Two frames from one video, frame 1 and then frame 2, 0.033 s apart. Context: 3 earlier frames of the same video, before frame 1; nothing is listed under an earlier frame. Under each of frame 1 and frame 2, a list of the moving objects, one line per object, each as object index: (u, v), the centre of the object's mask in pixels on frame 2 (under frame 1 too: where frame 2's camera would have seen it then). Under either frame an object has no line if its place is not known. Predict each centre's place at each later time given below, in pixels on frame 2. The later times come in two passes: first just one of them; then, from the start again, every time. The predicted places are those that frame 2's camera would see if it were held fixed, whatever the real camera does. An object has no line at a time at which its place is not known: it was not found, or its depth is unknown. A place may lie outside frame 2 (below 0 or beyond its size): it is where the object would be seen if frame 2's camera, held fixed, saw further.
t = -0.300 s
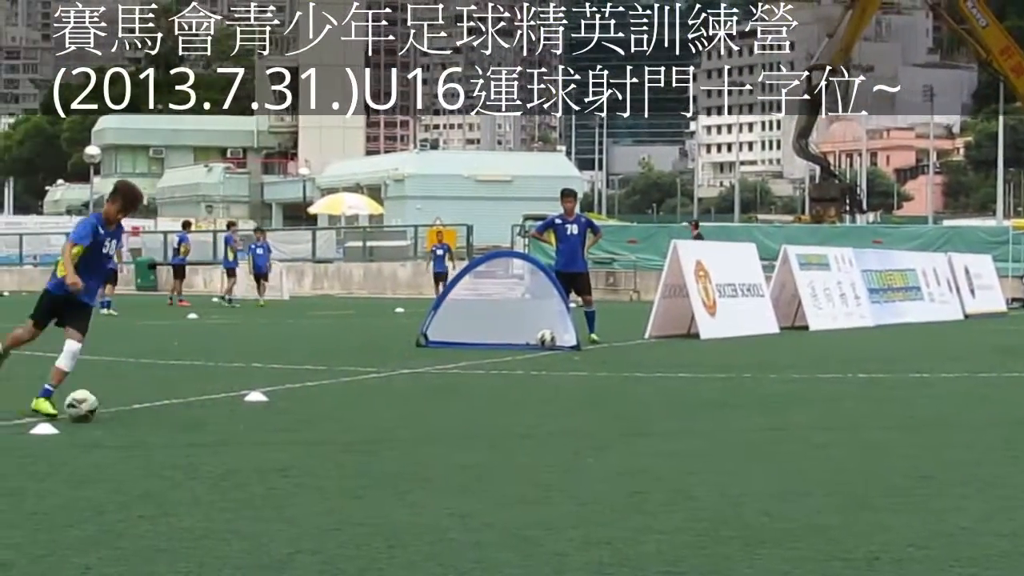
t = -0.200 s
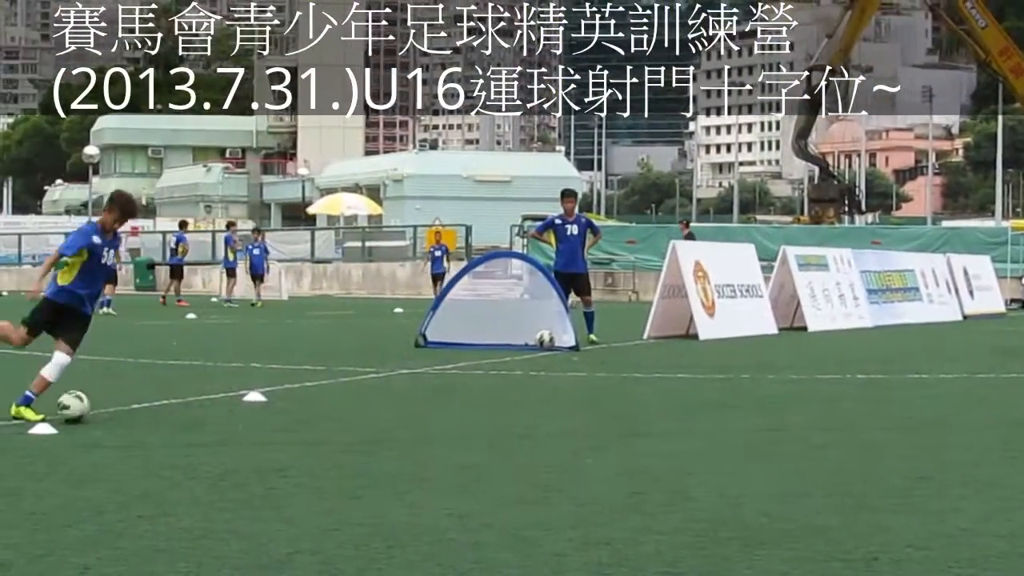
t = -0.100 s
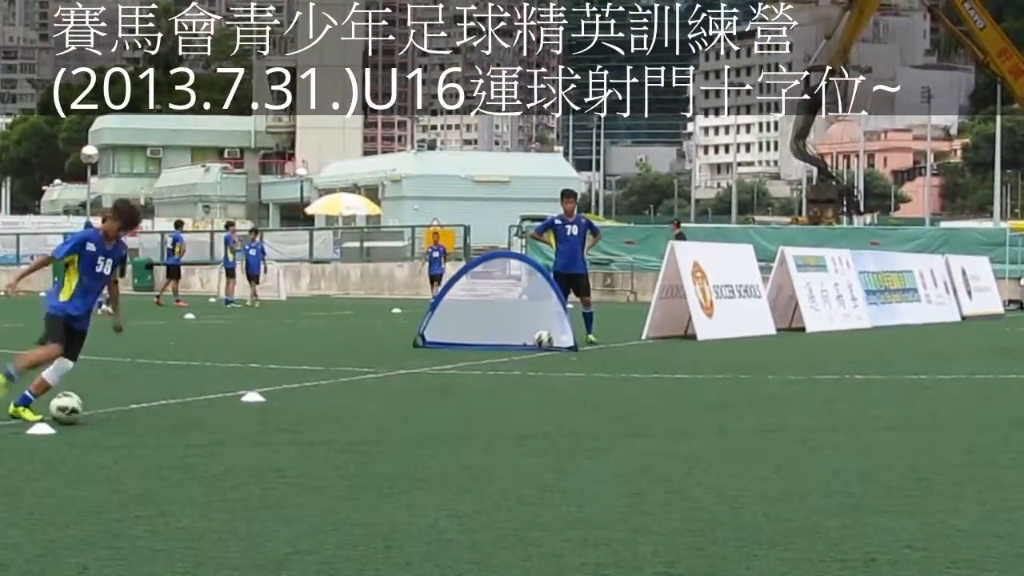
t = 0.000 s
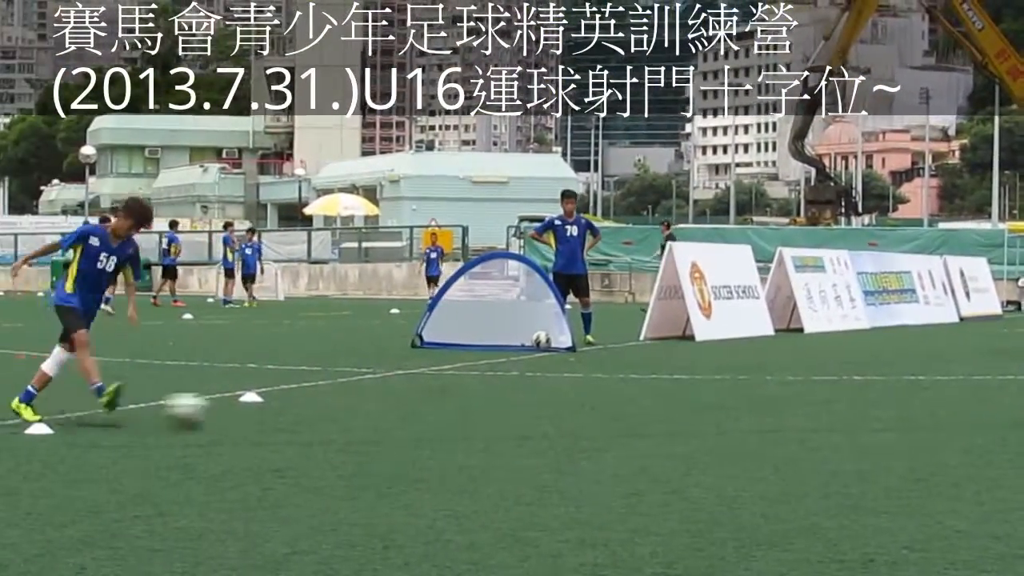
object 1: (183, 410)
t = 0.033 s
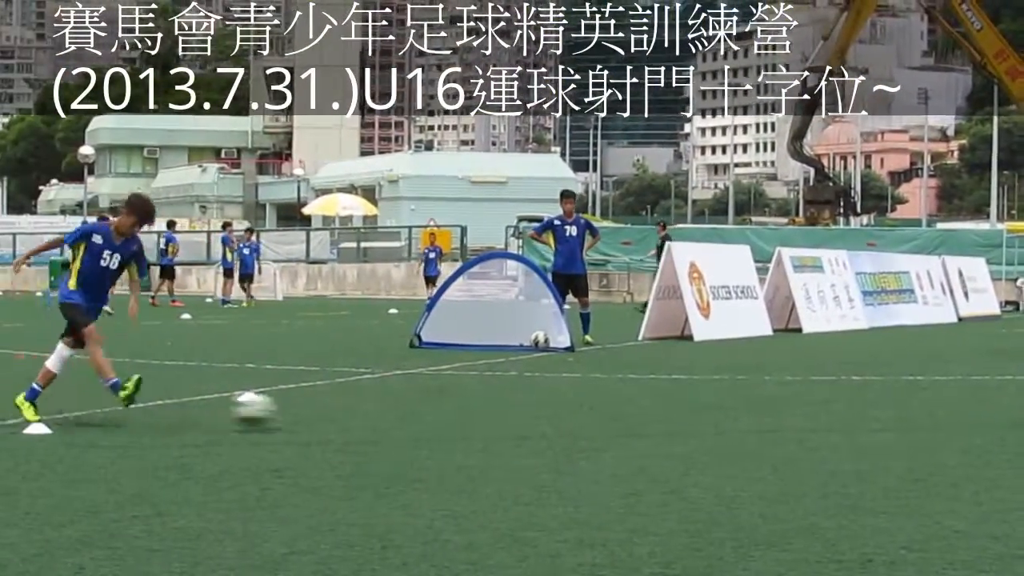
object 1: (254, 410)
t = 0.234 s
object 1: (646, 422)
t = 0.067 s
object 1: (321, 413)
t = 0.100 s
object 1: (389, 417)
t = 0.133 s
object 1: (456, 417)
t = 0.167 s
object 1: (520, 419)
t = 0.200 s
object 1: (585, 421)
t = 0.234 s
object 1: (646, 422)
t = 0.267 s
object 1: (706, 422)
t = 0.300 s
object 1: (767, 425)
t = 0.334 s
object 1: (829, 428)
